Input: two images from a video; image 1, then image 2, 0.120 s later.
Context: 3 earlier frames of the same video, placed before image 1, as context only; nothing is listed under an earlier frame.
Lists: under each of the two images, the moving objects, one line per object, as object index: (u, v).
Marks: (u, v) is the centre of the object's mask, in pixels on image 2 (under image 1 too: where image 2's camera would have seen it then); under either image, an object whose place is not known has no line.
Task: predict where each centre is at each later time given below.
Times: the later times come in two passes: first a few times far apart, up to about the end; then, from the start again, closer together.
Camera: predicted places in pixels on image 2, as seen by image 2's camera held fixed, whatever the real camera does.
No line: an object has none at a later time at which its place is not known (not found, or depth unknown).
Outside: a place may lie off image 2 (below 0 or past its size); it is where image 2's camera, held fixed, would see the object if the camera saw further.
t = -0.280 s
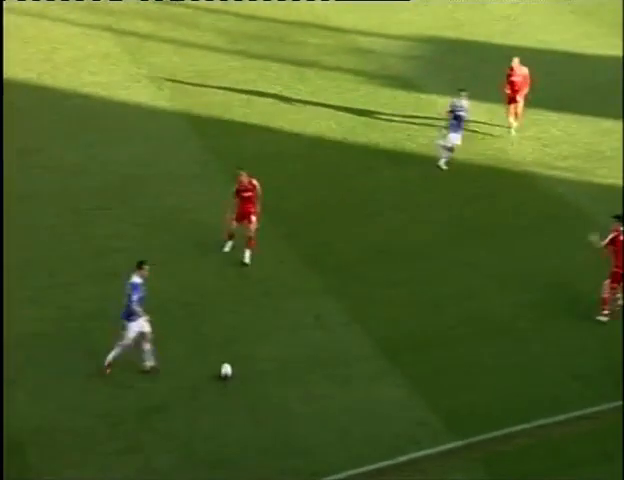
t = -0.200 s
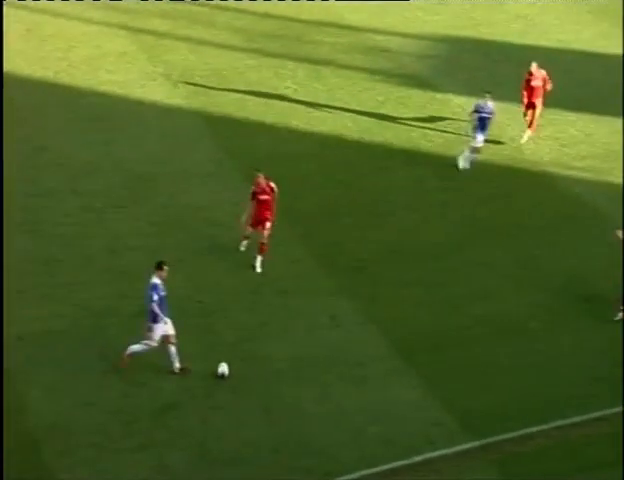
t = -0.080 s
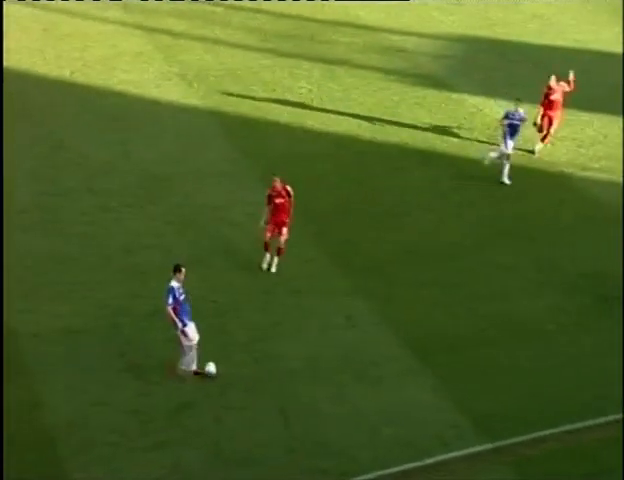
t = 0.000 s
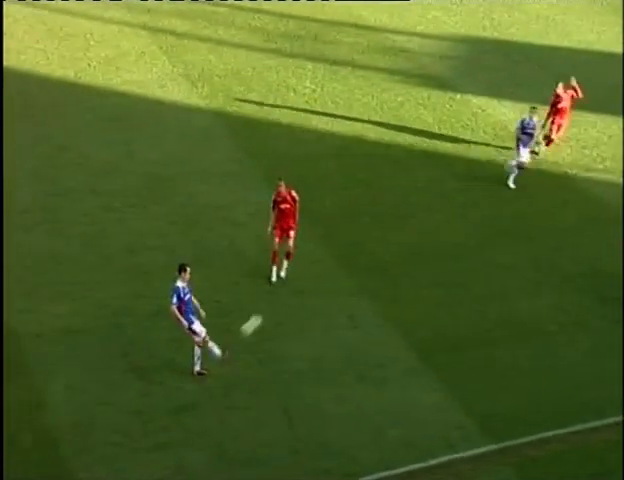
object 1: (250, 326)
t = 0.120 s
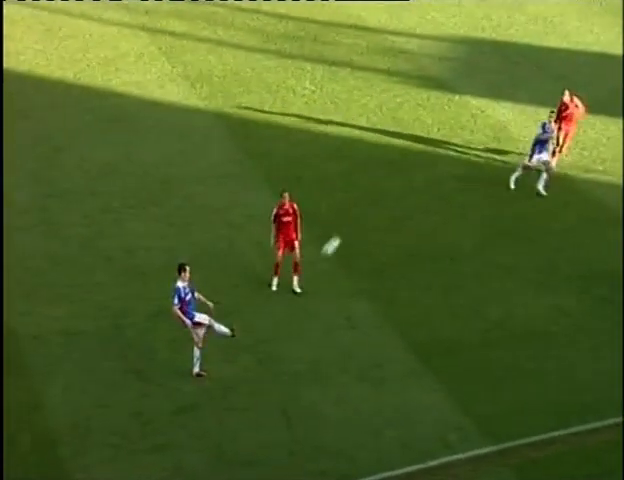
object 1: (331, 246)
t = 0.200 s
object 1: (383, 198)
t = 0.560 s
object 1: (588, 38)
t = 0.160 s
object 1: (357, 221)
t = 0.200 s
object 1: (383, 198)
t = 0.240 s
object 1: (408, 176)
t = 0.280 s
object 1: (431, 155)
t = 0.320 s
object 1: (457, 134)
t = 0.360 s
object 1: (478, 117)
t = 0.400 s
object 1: (502, 98)
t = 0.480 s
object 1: (545, 65)
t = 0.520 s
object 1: (568, 51)
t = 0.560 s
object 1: (588, 38)
